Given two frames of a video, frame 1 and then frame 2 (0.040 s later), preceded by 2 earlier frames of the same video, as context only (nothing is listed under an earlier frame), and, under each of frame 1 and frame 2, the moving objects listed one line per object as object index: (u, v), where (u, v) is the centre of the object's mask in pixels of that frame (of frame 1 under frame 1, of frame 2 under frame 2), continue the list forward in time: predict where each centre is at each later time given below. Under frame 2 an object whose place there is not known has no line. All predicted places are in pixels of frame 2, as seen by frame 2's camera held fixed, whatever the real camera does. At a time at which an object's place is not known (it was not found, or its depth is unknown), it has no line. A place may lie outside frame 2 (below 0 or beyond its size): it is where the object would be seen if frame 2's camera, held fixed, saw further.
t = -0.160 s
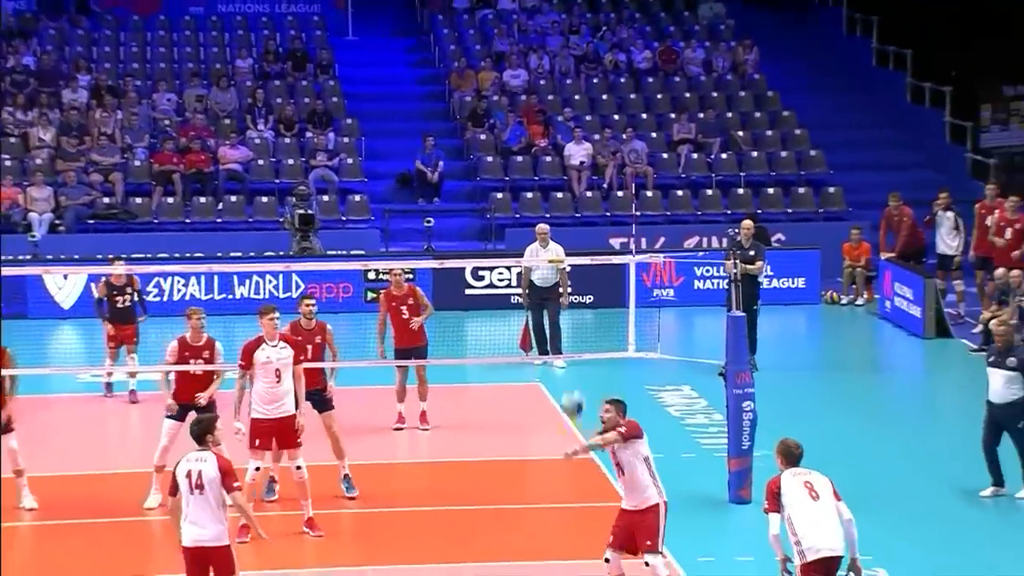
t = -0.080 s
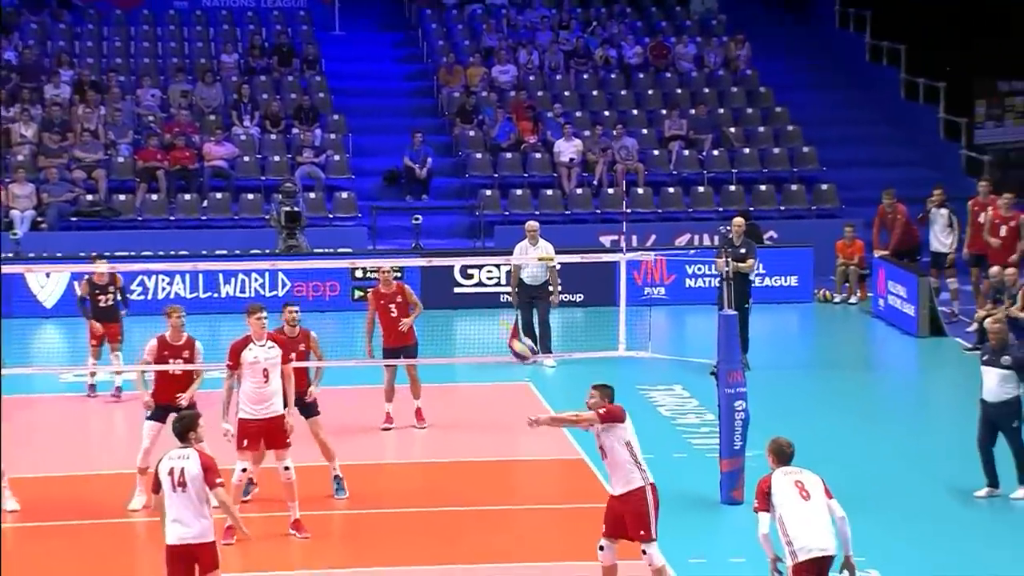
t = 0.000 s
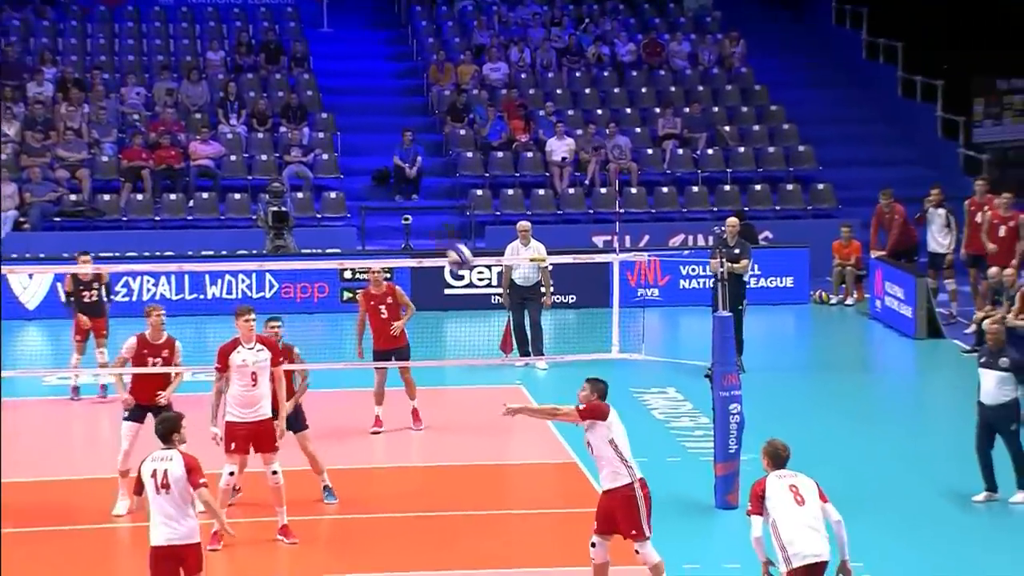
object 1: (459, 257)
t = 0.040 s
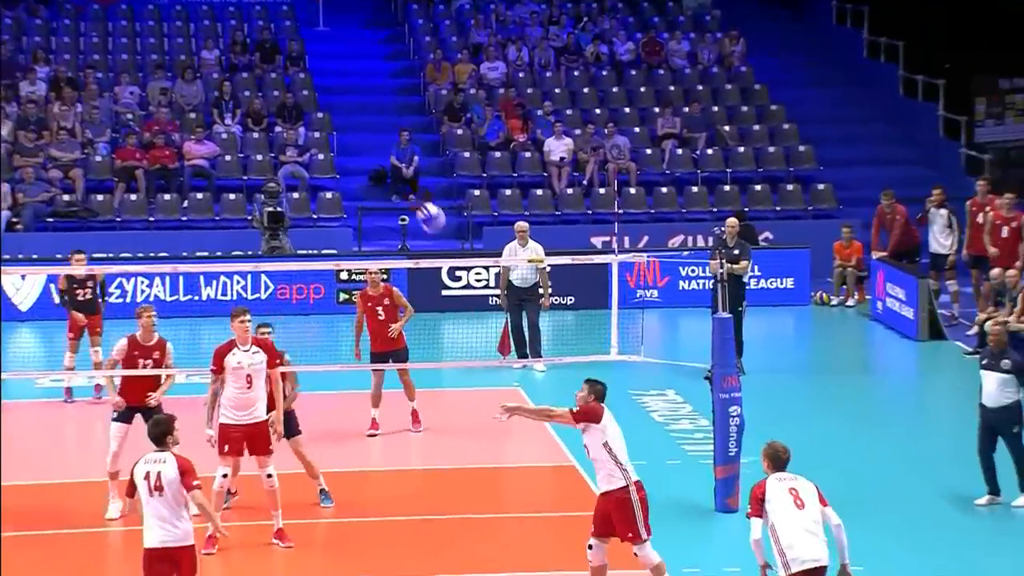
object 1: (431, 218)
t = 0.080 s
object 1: (404, 178)
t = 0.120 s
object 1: (378, 140)
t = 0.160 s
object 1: (351, 105)
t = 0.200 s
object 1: (325, 75)
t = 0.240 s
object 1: (299, 44)
